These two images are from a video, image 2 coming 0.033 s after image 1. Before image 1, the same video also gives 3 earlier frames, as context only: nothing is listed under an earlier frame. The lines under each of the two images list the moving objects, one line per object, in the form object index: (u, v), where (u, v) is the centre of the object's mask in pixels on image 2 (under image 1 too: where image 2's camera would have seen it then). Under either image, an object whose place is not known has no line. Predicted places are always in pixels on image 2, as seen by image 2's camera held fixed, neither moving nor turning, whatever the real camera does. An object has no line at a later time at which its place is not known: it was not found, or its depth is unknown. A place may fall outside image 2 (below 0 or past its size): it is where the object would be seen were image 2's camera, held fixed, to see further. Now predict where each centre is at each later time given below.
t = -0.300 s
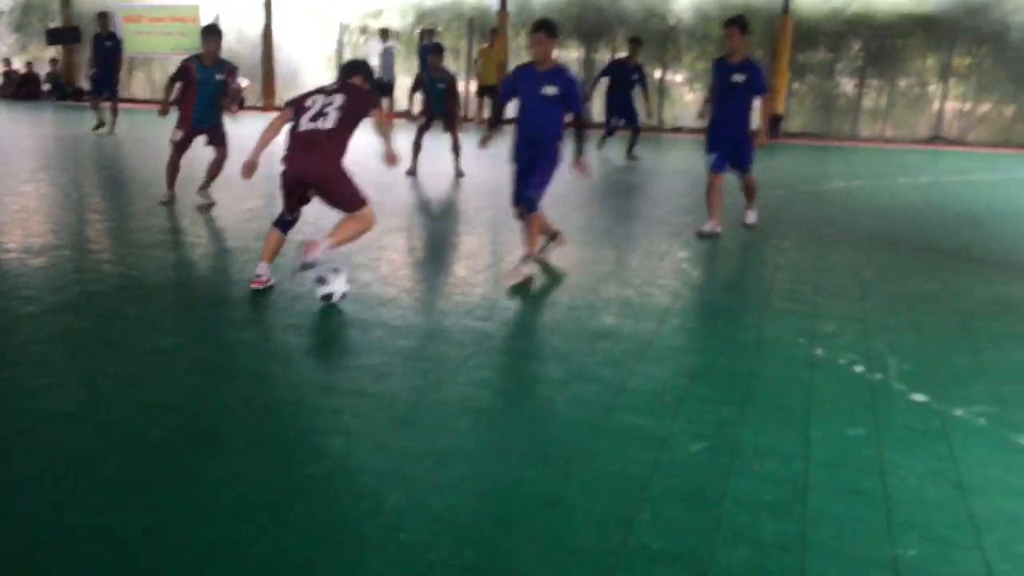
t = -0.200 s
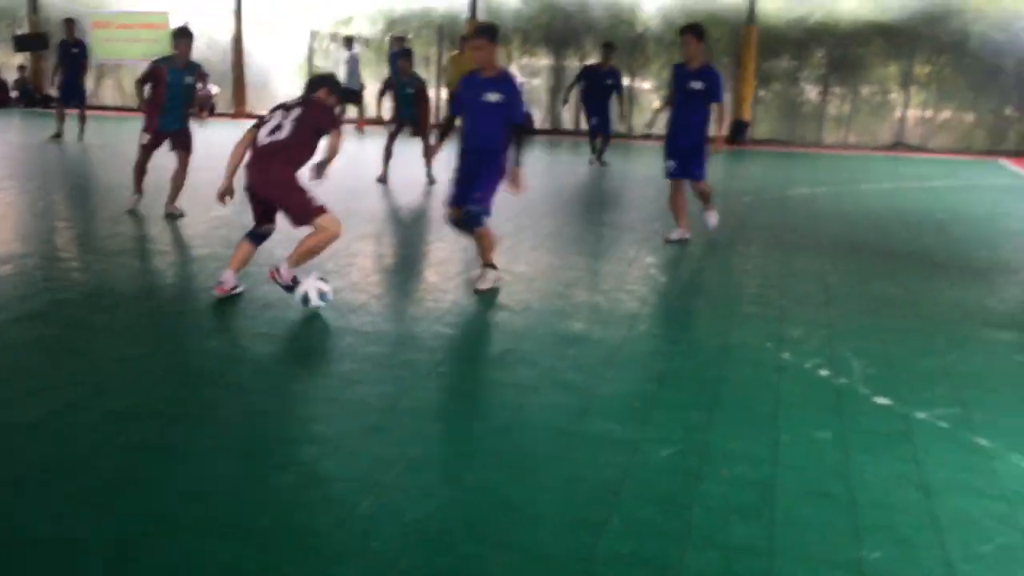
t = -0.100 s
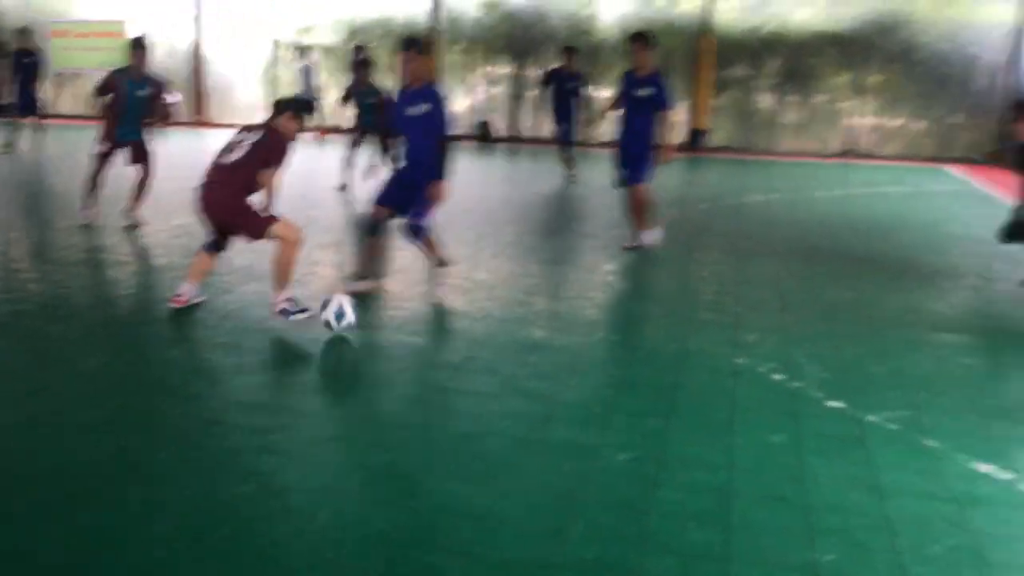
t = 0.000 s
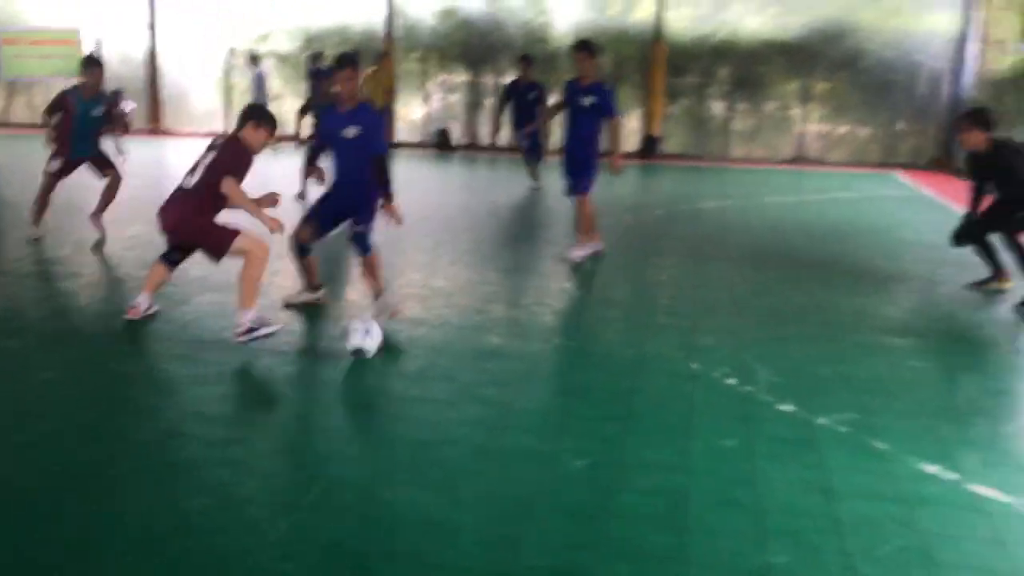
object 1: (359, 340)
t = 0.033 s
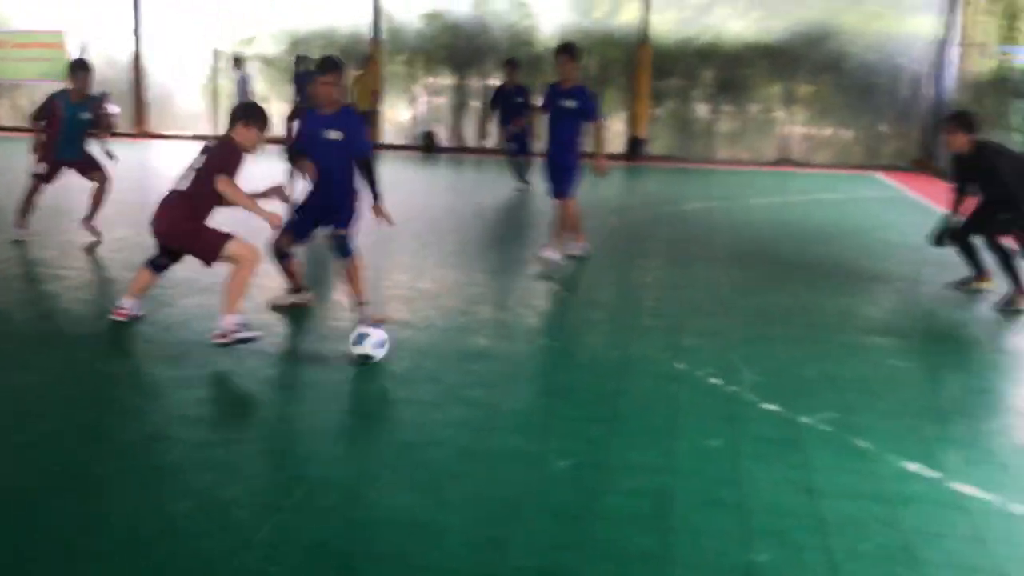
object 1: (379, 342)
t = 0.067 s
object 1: (399, 344)
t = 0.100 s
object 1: (414, 350)
